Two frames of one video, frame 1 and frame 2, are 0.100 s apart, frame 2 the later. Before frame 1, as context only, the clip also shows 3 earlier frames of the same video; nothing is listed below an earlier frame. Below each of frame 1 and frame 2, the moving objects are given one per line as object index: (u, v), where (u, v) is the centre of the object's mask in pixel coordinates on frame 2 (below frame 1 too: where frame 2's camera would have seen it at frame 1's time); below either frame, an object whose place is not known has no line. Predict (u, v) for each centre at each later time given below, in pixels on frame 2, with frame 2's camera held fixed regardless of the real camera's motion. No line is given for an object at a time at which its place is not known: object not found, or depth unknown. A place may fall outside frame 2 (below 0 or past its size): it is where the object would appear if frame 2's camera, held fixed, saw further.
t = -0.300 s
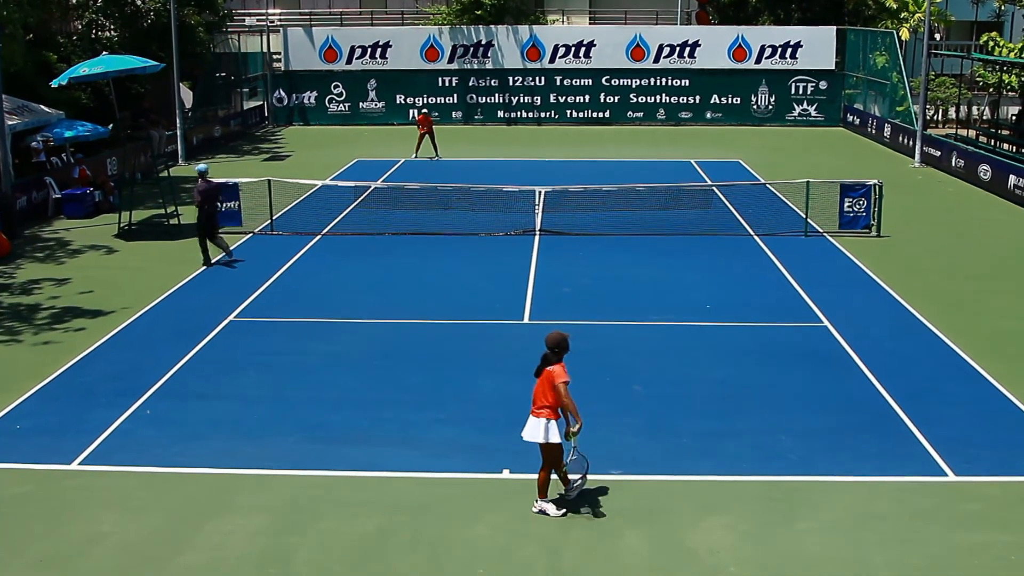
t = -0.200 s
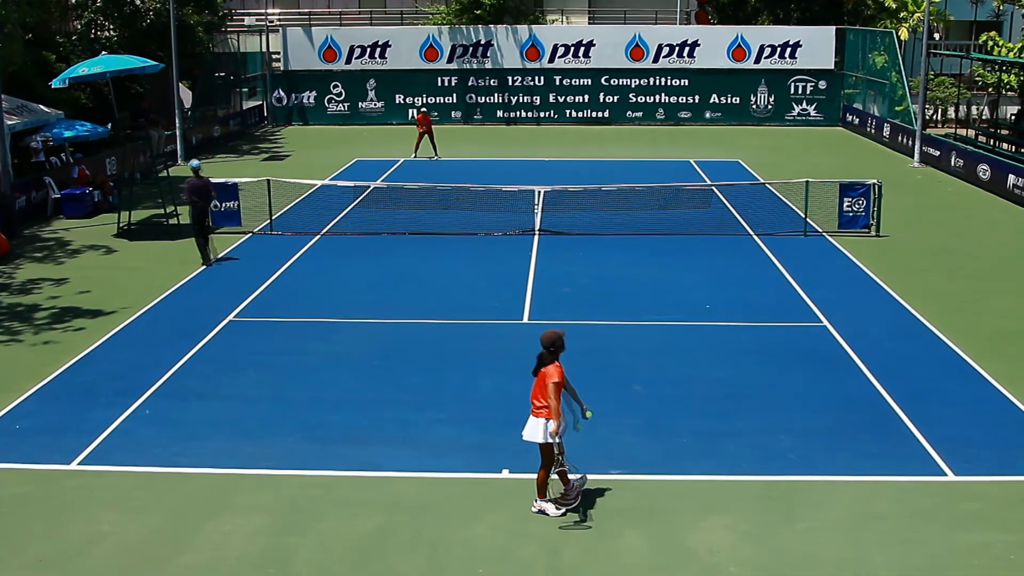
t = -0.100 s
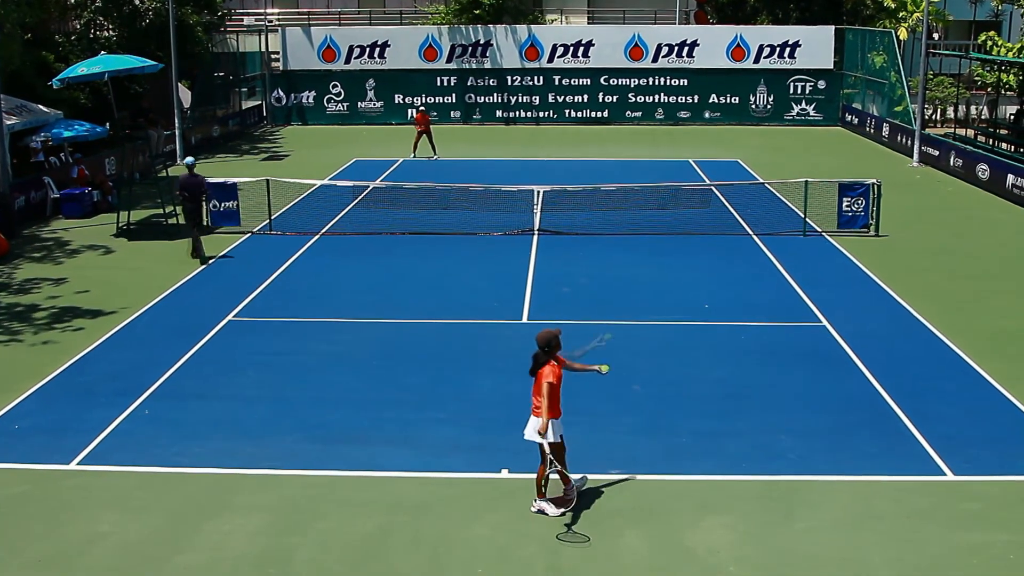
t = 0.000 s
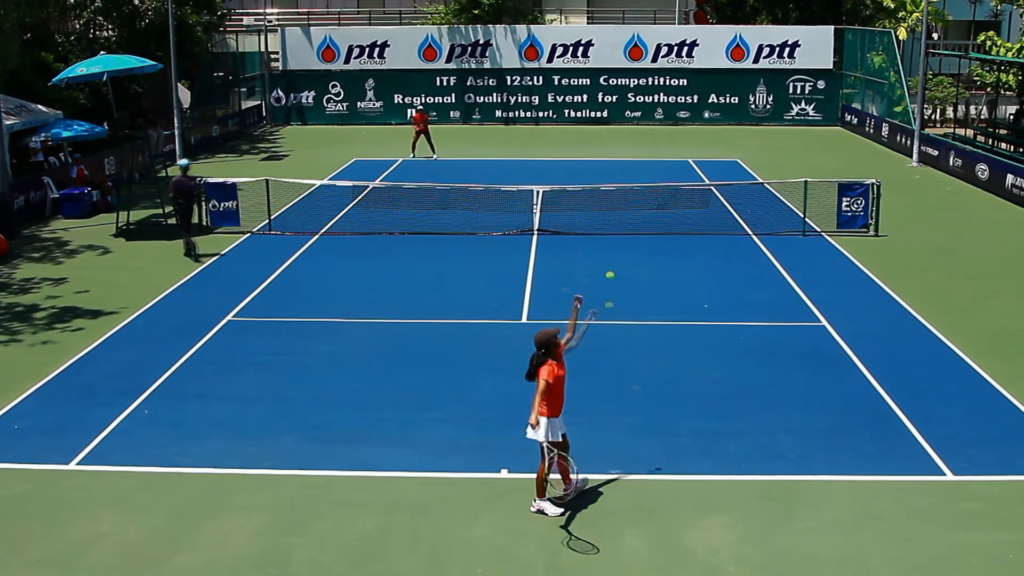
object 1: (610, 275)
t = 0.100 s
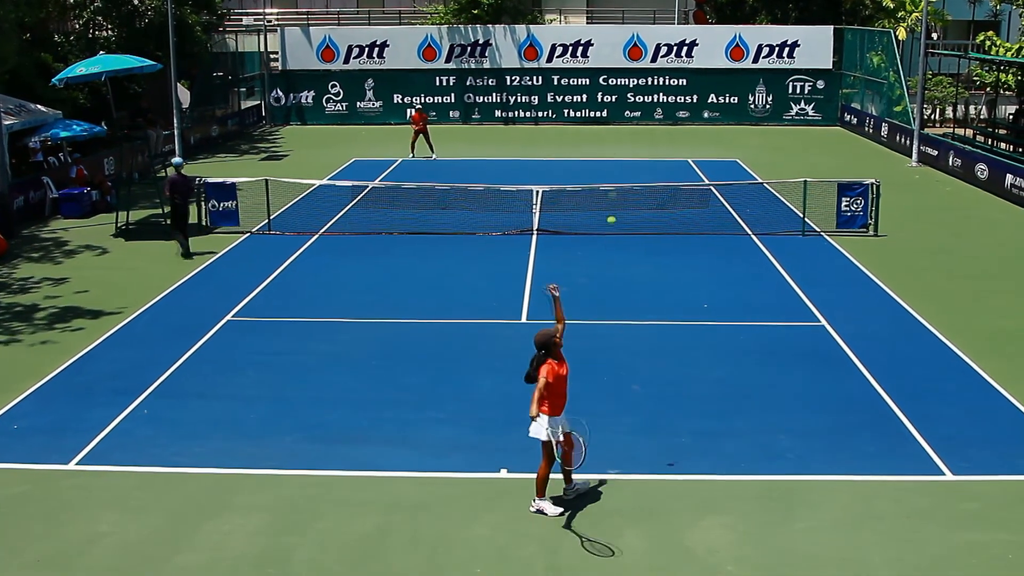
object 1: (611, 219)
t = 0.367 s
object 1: (615, 82)
